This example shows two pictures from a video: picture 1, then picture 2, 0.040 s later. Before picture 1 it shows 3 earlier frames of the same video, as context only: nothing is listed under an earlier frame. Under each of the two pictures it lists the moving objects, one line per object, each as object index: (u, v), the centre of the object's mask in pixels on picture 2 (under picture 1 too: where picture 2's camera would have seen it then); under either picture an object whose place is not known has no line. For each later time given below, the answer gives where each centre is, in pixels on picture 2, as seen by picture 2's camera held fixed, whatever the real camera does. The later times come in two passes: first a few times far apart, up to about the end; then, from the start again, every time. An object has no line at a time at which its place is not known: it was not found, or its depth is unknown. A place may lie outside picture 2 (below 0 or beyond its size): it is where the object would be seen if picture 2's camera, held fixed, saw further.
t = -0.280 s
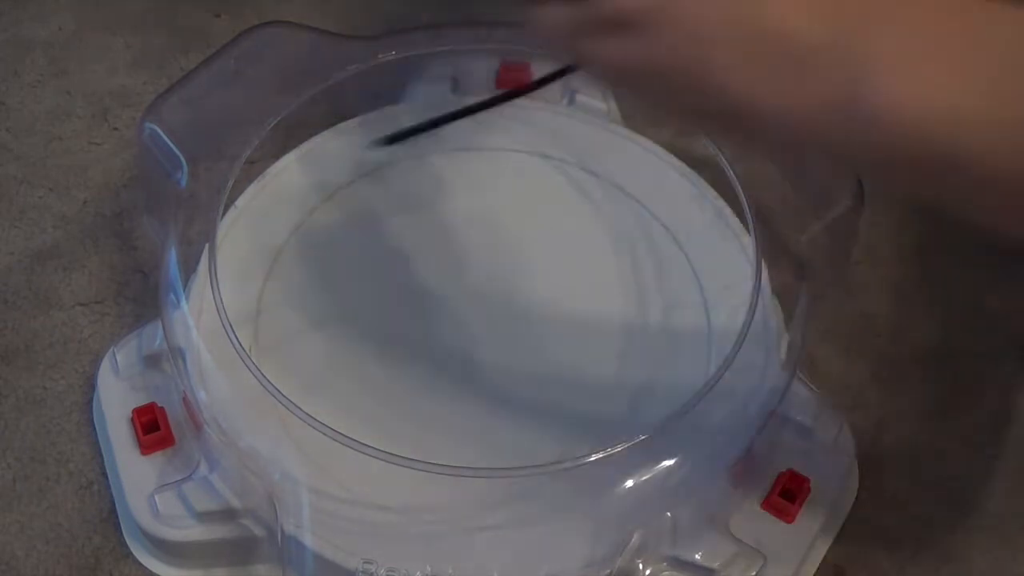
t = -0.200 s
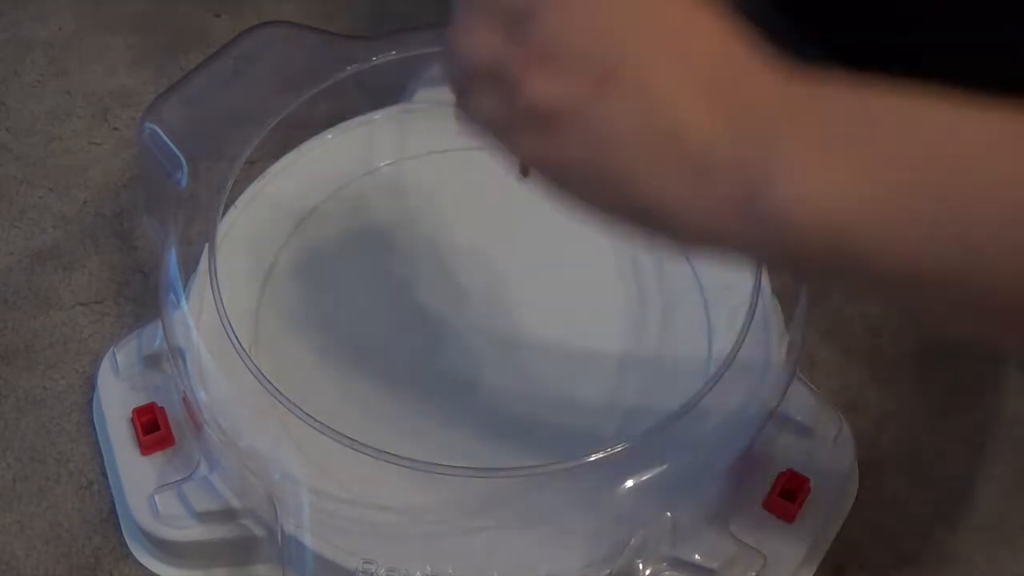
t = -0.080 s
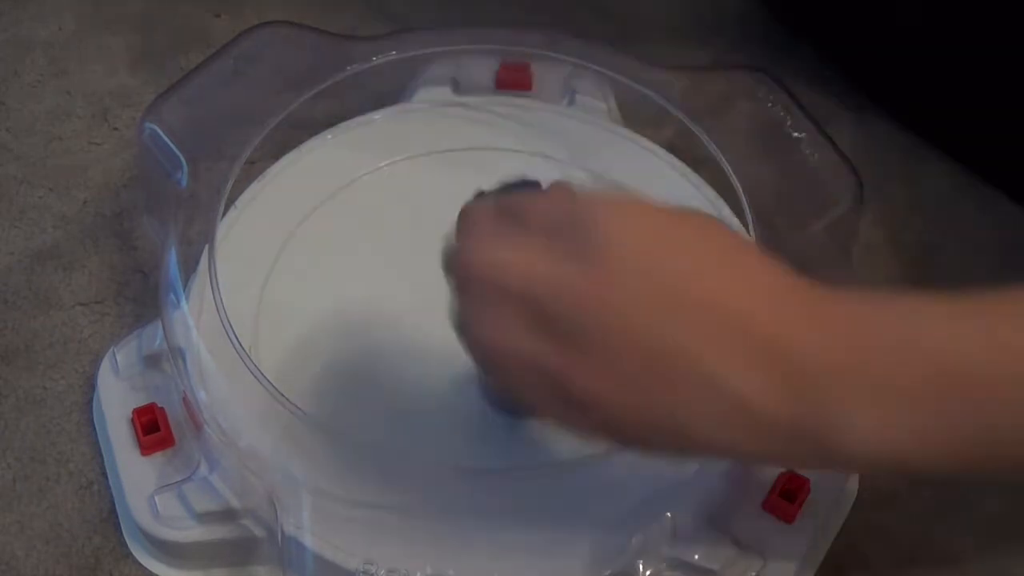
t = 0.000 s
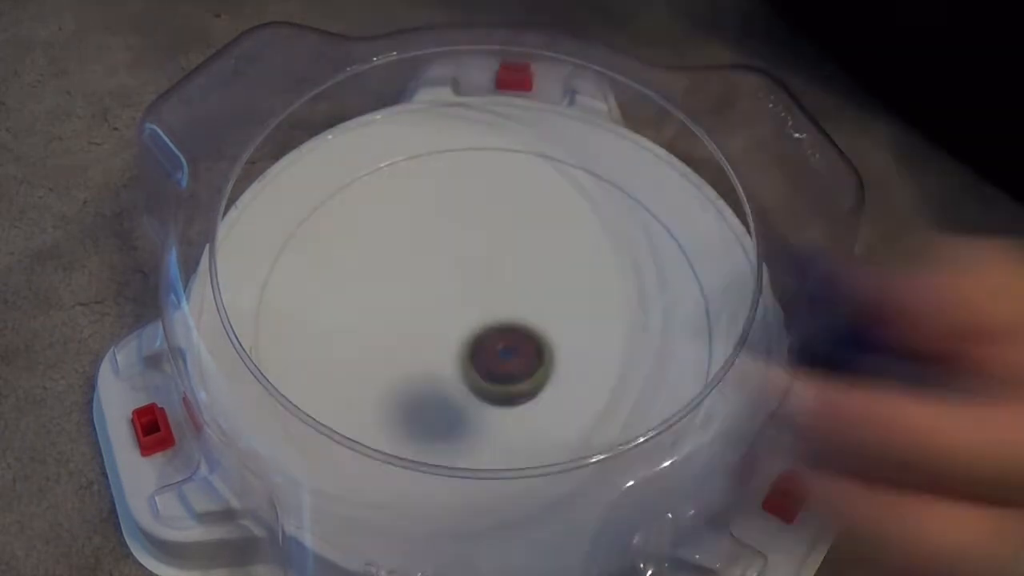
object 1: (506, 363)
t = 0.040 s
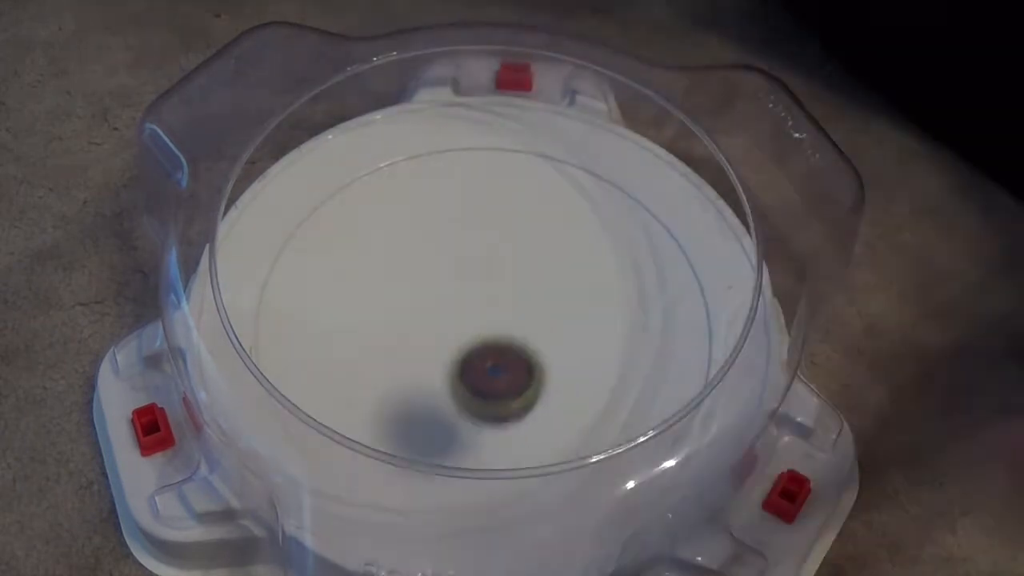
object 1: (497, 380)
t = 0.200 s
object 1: (463, 458)
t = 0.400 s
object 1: (518, 397)
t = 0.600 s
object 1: (532, 308)
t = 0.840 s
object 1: (385, 250)
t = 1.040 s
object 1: (299, 335)
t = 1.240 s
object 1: (414, 443)
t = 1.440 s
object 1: (607, 358)
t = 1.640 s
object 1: (579, 193)
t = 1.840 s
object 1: (380, 166)
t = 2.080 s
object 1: (281, 377)
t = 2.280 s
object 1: (533, 452)
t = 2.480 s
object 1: (689, 282)
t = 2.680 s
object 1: (529, 150)
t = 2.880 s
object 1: (322, 203)
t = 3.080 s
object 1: (350, 412)
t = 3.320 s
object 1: (666, 415)
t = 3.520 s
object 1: (653, 224)
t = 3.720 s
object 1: (481, 150)
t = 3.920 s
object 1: (321, 278)
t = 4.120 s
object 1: (423, 457)
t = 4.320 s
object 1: (647, 422)
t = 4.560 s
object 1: (624, 236)
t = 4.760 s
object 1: (441, 206)
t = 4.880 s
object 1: (346, 264)
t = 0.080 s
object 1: (467, 428)
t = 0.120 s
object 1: (464, 463)
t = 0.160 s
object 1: (461, 457)
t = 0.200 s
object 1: (463, 458)
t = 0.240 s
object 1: (468, 449)
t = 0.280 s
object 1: (476, 436)
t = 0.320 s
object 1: (487, 425)
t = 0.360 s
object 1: (502, 411)
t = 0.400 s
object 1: (518, 397)
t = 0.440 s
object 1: (535, 383)
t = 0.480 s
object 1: (545, 367)
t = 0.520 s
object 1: (547, 348)
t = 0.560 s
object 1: (543, 329)
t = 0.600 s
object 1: (532, 308)
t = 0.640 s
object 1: (516, 290)
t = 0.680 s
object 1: (494, 273)
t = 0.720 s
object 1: (469, 260)
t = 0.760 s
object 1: (442, 252)
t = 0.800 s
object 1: (414, 248)
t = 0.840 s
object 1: (385, 250)
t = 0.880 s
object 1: (359, 257)
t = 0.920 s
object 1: (336, 269)
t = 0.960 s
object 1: (317, 287)
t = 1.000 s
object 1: (303, 310)
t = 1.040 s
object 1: (299, 335)
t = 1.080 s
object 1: (304, 360)
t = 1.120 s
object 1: (316, 386)
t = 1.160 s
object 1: (339, 410)
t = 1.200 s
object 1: (373, 431)
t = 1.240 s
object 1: (414, 443)
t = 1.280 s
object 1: (460, 444)
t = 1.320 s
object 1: (507, 433)
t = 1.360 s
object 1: (549, 416)
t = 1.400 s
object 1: (582, 390)
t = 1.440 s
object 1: (607, 358)
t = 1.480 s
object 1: (621, 322)
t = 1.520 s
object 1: (624, 286)
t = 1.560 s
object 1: (617, 250)
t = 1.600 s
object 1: (602, 220)
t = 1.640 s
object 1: (579, 193)
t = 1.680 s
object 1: (547, 168)
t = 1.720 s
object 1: (511, 150)
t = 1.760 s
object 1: (468, 136)
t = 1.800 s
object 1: (425, 148)
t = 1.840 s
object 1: (380, 166)
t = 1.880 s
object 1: (338, 185)
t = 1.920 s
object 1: (301, 212)
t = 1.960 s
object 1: (275, 246)
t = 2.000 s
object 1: (264, 289)
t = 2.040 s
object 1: (264, 334)
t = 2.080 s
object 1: (281, 377)
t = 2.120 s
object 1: (316, 415)
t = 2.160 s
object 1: (362, 444)
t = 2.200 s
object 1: (418, 459)
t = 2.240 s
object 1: (476, 462)
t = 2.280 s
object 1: (533, 452)
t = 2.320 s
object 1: (585, 429)
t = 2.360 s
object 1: (628, 400)
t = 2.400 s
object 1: (663, 364)
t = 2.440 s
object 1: (682, 324)
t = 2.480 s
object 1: (689, 282)
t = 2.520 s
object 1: (671, 247)
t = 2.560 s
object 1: (640, 215)
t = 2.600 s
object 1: (610, 186)
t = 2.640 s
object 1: (574, 159)
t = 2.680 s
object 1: (529, 150)
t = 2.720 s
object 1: (484, 145)
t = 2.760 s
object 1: (439, 143)
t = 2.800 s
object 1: (394, 151)
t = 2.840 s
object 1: (357, 171)
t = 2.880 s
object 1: (322, 203)
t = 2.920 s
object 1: (299, 242)
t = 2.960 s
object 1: (289, 287)
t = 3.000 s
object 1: (293, 333)
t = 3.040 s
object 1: (316, 375)
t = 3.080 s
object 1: (350, 412)
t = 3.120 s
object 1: (395, 441)
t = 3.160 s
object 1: (451, 459)
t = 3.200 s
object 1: (509, 465)
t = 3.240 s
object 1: (566, 459)
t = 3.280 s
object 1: (621, 442)
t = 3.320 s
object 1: (666, 415)
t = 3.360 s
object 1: (687, 379)
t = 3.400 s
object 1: (695, 337)
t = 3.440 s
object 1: (691, 296)
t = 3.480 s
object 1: (678, 256)
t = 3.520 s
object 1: (653, 224)
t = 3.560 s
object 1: (625, 195)
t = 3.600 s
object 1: (596, 172)
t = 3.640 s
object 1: (558, 157)
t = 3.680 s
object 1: (522, 149)
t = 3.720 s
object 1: (481, 150)
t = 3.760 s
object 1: (441, 159)
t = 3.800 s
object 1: (400, 177)
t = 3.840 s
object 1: (365, 204)
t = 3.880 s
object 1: (338, 239)
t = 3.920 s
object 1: (321, 278)
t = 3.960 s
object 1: (316, 321)
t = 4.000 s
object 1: (325, 361)
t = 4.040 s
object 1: (347, 399)
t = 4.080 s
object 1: (381, 431)
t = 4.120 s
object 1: (423, 457)
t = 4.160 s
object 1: (474, 475)
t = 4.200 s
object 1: (527, 483)
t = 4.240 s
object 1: (579, 480)
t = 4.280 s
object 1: (621, 459)
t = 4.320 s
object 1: (647, 422)
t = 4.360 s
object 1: (667, 387)
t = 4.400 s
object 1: (677, 354)
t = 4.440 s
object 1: (678, 318)
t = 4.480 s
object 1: (669, 287)
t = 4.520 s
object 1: (650, 259)
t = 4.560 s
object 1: (624, 236)
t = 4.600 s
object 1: (592, 217)
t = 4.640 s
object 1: (557, 205)
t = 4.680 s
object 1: (519, 199)
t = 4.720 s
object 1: (480, 199)
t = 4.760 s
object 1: (441, 206)
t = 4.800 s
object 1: (404, 219)
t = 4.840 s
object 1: (372, 239)
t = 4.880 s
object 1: (346, 264)
